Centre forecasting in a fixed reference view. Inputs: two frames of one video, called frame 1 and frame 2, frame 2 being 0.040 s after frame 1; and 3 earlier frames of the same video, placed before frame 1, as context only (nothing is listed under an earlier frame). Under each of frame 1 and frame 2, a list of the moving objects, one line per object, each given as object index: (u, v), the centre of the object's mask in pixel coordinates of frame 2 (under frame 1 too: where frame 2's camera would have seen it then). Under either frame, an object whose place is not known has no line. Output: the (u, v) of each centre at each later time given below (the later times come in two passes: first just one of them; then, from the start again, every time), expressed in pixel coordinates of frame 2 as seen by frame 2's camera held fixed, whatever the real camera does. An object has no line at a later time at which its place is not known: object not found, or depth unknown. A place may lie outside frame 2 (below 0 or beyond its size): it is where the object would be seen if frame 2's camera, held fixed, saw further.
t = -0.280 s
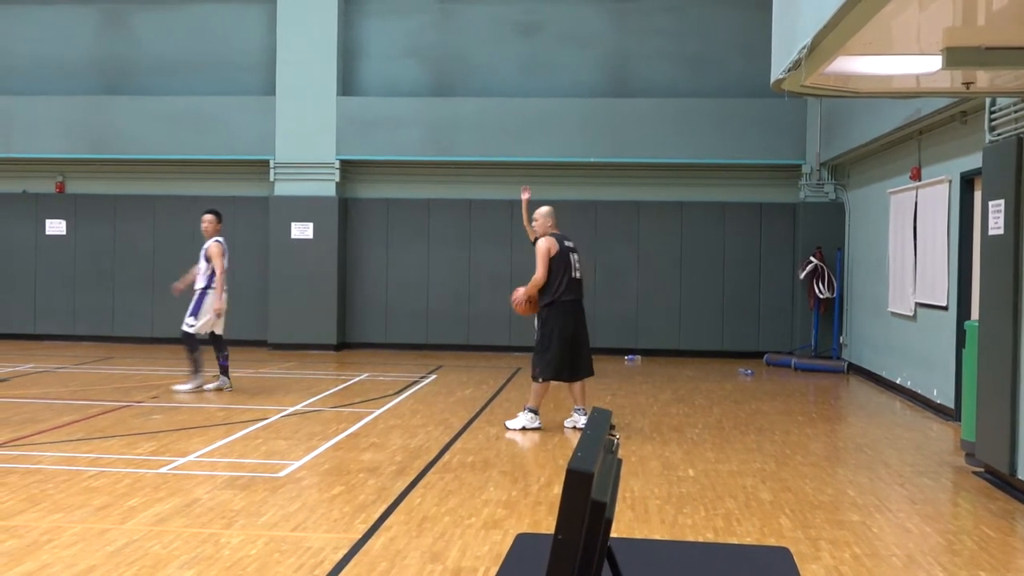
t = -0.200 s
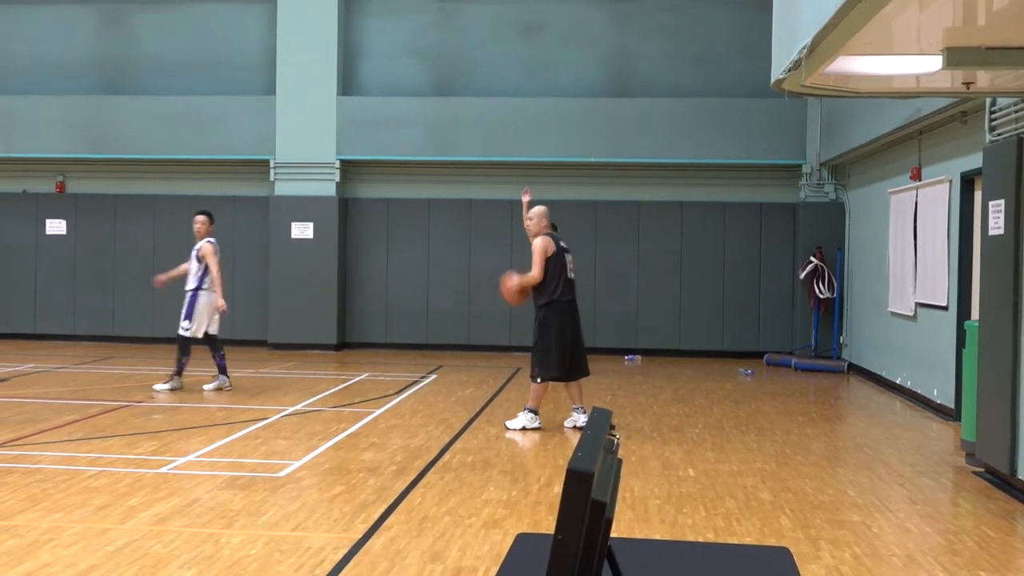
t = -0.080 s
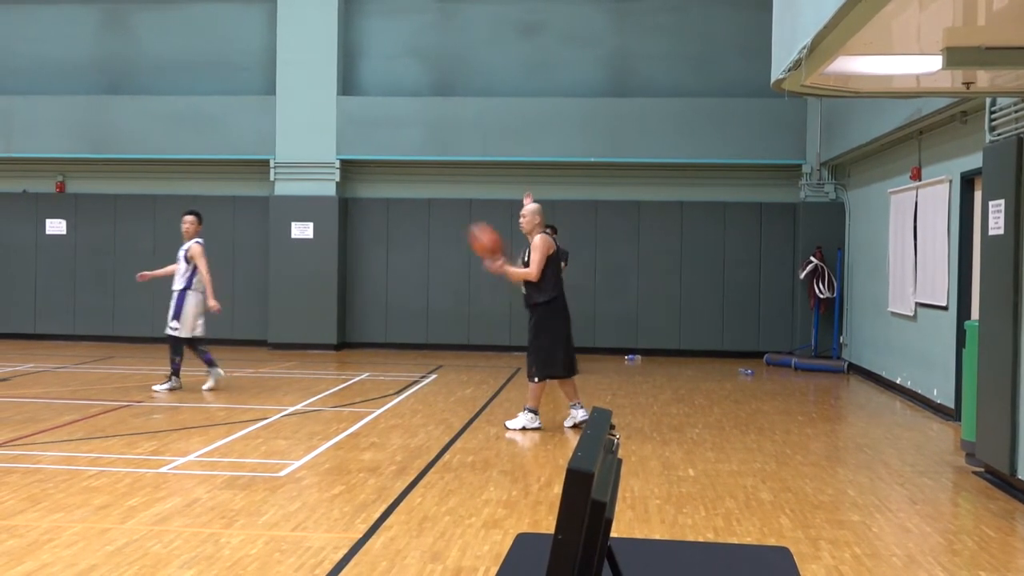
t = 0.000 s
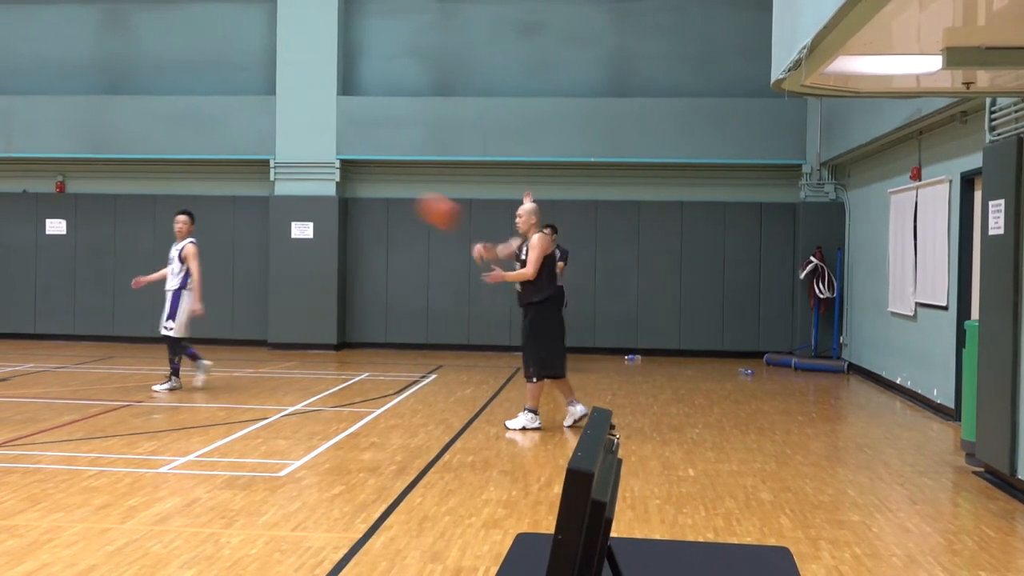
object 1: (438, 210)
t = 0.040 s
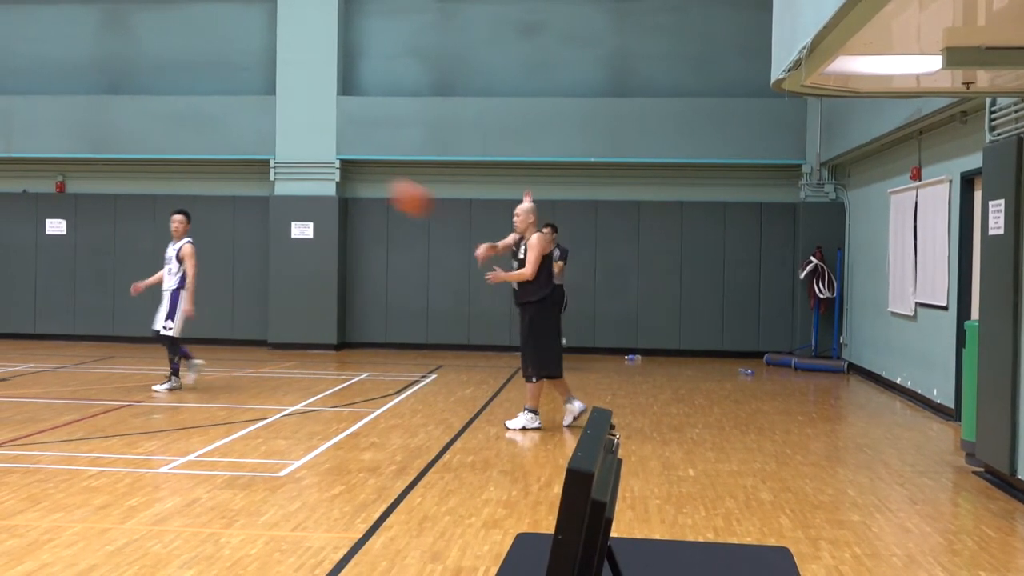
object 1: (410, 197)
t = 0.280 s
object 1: (191, 146)
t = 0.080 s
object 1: (379, 185)
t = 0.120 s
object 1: (351, 176)
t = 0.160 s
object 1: (314, 164)
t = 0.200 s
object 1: (274, 156)
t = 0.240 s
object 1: (234, 150)
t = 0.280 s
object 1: (191, 146)
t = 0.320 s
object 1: (143, 142)
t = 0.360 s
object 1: (94, 142)
